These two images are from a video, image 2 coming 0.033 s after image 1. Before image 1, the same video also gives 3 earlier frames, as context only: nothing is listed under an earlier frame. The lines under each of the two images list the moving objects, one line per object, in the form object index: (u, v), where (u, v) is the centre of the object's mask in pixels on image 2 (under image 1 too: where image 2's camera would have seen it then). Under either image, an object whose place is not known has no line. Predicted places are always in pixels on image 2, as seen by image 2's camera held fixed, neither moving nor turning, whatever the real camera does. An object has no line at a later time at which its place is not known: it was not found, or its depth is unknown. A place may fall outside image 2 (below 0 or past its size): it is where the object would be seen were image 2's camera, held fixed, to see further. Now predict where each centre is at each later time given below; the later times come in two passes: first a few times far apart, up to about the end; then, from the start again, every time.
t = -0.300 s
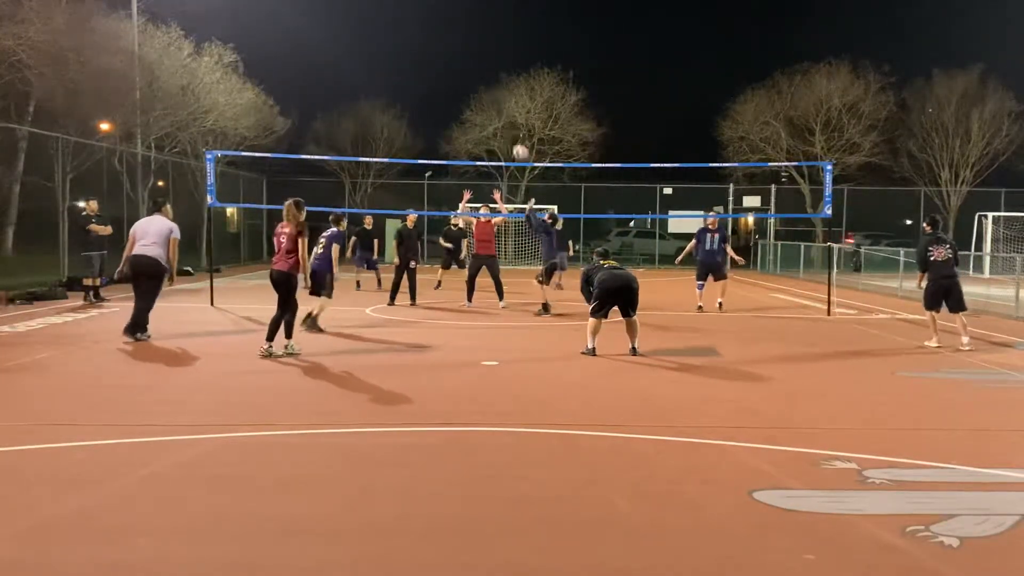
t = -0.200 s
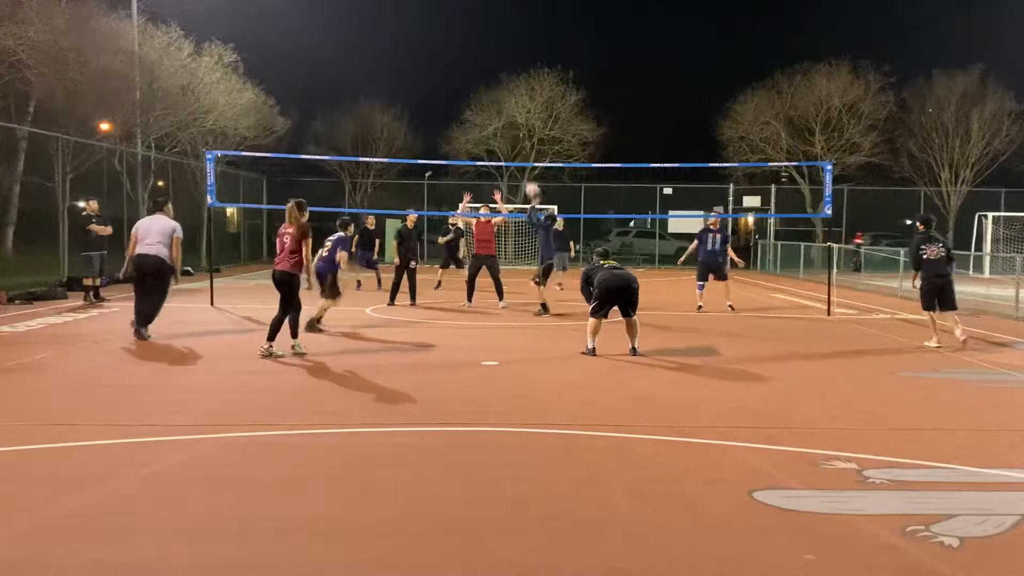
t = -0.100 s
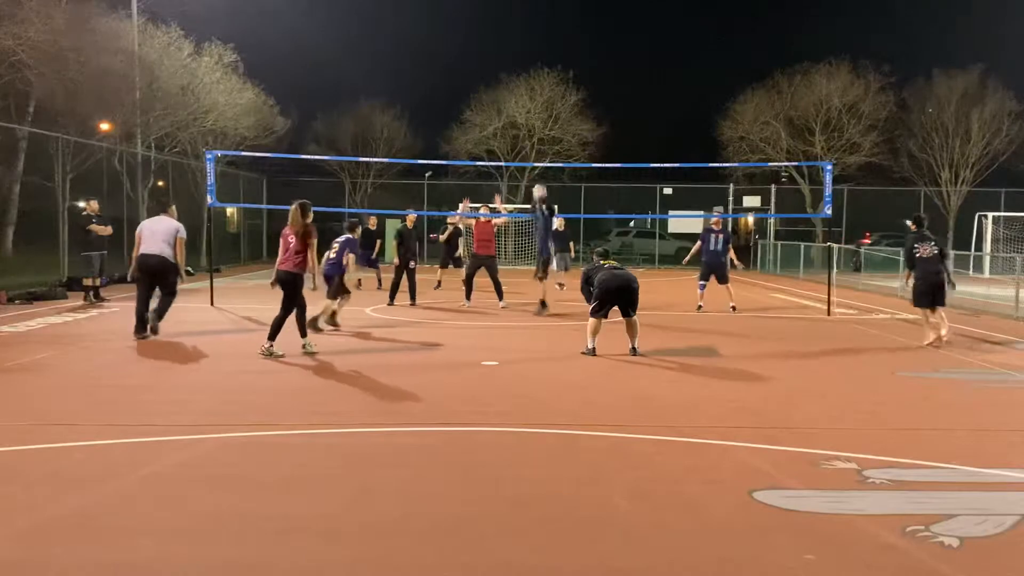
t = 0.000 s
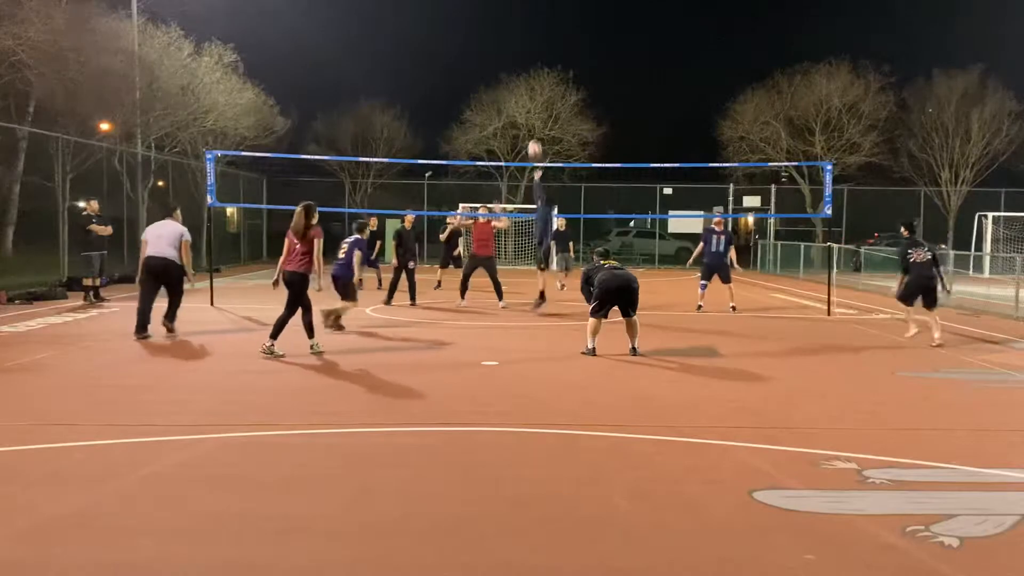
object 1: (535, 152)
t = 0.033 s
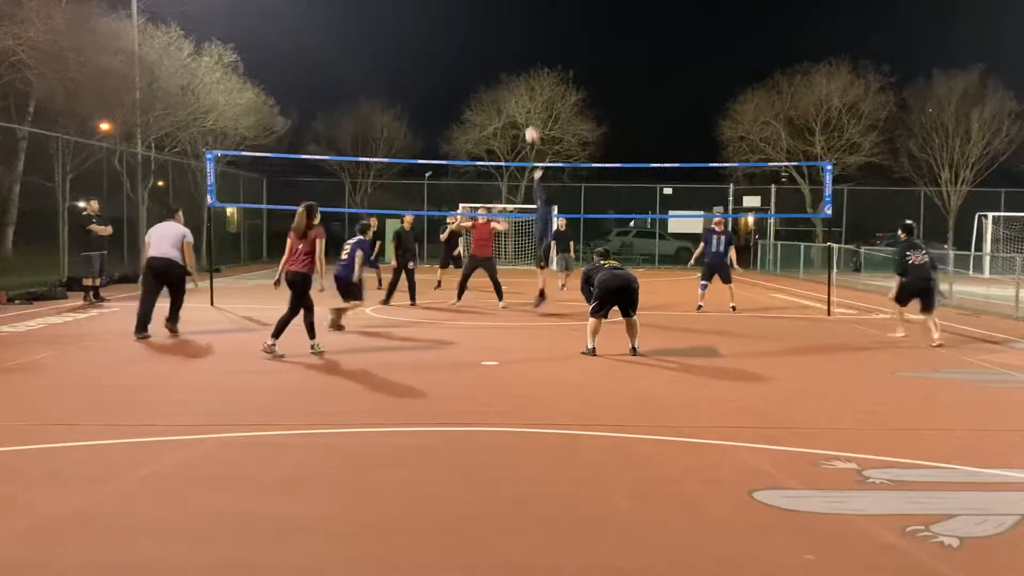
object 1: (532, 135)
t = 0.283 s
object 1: (515, 57)
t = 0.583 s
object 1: (494, 20)
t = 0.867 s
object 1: (474, 39)
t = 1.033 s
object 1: (463, 73)
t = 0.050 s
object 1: (531, 128)
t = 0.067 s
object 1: (530, 121)
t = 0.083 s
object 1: (529, 114)
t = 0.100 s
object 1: (528, 109)
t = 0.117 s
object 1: (527, 104)
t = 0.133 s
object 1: (526, 98)
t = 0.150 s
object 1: (525, 92)
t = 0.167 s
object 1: (523, 87)
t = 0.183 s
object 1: (522, 82)
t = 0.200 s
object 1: (521, 77)
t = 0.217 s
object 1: (520, 73)
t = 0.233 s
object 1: (519, 69)
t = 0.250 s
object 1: (518, 64)
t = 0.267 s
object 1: (516, 61)
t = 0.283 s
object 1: (515, 57)
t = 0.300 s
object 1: (514, 53)
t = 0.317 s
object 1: (513, 50)
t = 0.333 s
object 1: (512, 46)
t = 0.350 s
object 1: (511, 43)
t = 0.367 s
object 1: (510, 41)
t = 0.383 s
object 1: (508, 38)
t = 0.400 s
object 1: (507, 35)
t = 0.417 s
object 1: (506, 33)
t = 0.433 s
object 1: (505, 31)
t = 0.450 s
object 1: (504, 29)
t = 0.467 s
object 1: (502, 27)
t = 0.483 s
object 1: (501, 26)
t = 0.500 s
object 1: (500, 24)
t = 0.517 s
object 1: (499, 23)
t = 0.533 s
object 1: (498, 22)
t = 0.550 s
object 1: (497, 21)
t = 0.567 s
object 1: (495, 20)
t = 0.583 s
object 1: (494, 20)
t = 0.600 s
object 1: (493, 19)
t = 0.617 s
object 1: (492, 19)
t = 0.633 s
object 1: (491, 19)
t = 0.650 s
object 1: (490, 20)
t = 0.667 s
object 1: (489, 20)
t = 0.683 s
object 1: (487, 20)
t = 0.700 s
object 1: (486, 21)
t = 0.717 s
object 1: (485, 22)
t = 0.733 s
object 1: (484, 23)
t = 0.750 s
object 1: (483, 25)
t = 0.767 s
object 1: (481, 26)
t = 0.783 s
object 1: (480, 28)
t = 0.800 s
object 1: (479, 30)
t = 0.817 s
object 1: (478, 31)
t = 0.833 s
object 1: (477, 34)
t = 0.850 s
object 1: (475, 36)
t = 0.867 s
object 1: (474, 39)
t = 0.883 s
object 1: (473, 41)
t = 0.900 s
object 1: (472, 44)
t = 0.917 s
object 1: (471, 47)
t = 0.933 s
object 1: (470, 51)
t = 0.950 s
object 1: (468, 54)
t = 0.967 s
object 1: (467, 57)
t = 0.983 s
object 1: (466, 61)
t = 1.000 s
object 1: (465, 65)
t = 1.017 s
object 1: (464, 69)
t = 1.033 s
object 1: (463, 73)
